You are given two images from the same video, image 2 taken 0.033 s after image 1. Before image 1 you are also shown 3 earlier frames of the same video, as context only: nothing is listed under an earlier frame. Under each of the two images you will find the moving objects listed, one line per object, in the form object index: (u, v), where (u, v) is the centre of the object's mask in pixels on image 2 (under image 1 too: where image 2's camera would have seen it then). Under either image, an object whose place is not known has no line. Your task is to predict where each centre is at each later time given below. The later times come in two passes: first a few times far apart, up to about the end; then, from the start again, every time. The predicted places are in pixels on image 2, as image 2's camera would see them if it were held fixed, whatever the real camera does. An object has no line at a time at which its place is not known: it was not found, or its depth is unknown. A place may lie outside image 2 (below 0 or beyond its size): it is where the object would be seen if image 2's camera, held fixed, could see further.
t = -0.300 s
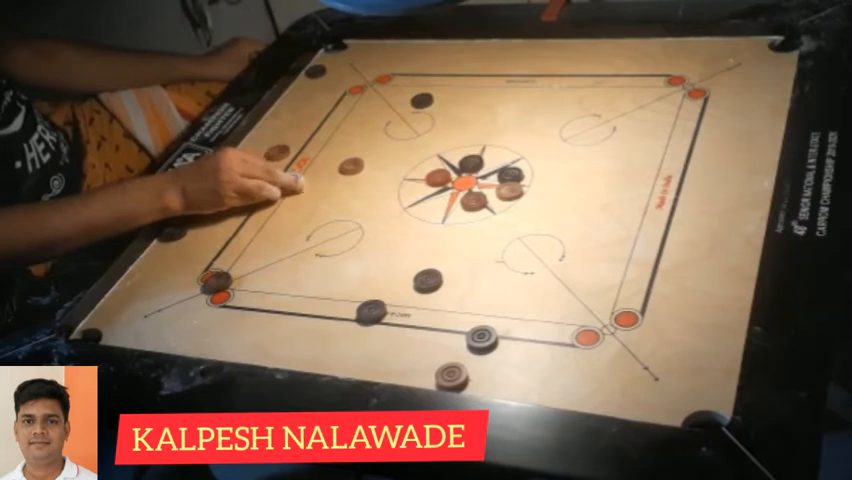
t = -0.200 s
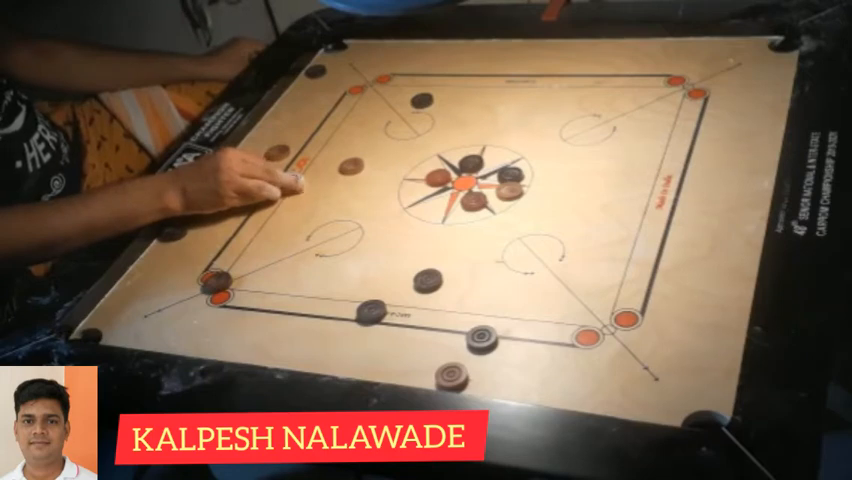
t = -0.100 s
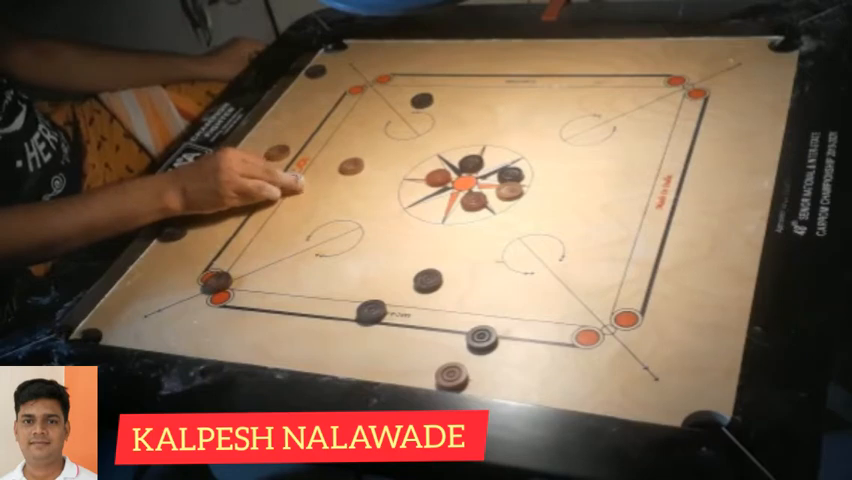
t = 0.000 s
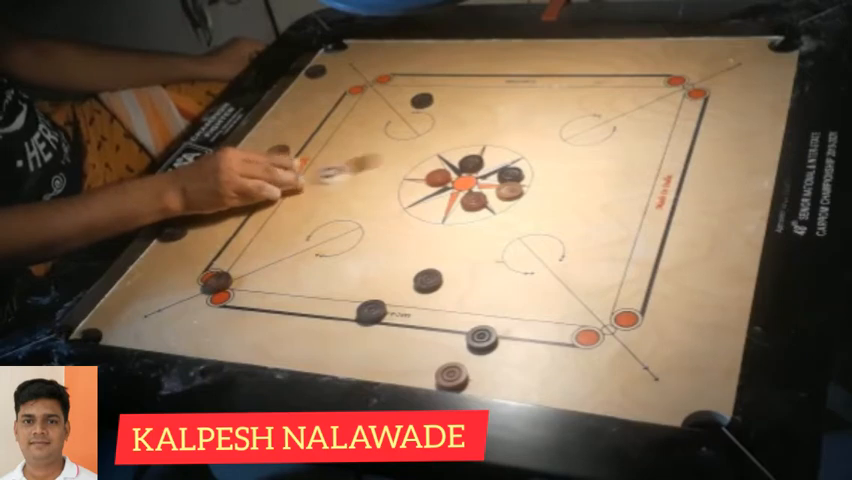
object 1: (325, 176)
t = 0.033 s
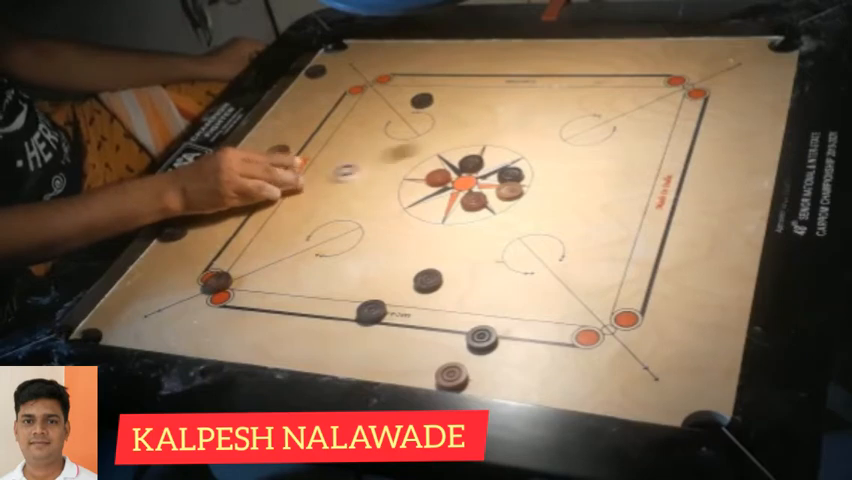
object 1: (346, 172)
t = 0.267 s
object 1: (440, 159)
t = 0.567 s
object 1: (461, 157)
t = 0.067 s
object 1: (362, 171)
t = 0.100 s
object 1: (377, 168)
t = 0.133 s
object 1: (392, 167)
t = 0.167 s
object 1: (405, 165)
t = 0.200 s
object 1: (417, 163)
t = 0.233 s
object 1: (428, 162)
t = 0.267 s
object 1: (440, 159)
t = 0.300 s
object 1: (447, 159)
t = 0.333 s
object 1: (452, 157)
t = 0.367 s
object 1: (456, 159)
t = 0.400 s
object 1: (459, 158)
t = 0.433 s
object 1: (460, 158)
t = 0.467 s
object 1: (461, 157)
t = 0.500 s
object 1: (461, 157)
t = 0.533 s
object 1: (461, 157)
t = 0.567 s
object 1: (461, 157)
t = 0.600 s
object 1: (461, 157)
